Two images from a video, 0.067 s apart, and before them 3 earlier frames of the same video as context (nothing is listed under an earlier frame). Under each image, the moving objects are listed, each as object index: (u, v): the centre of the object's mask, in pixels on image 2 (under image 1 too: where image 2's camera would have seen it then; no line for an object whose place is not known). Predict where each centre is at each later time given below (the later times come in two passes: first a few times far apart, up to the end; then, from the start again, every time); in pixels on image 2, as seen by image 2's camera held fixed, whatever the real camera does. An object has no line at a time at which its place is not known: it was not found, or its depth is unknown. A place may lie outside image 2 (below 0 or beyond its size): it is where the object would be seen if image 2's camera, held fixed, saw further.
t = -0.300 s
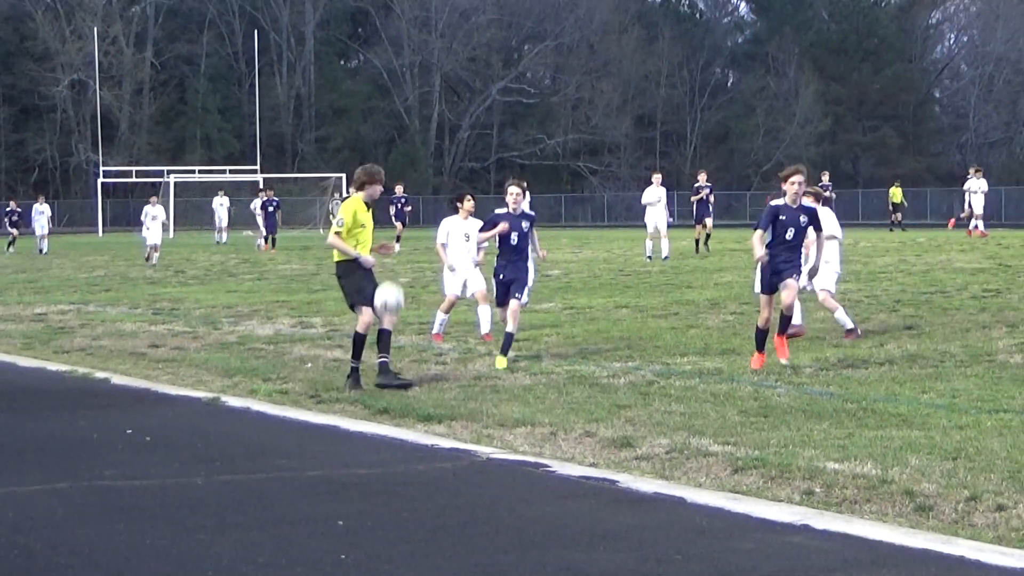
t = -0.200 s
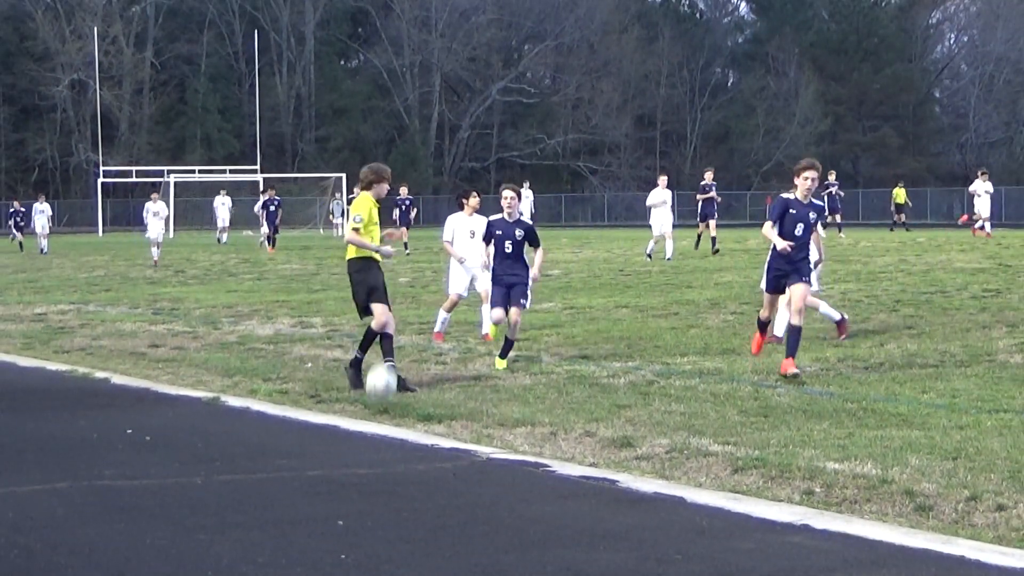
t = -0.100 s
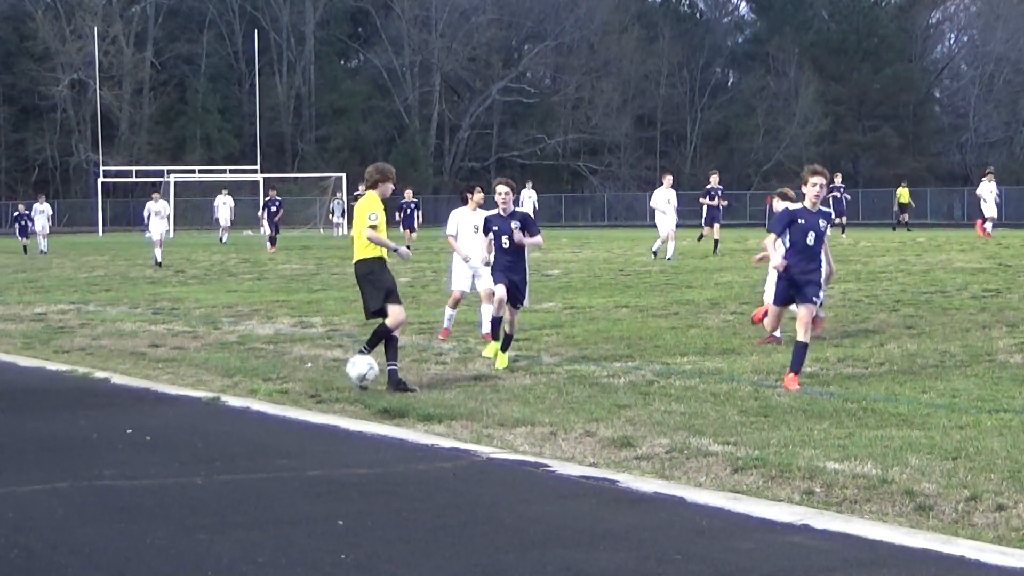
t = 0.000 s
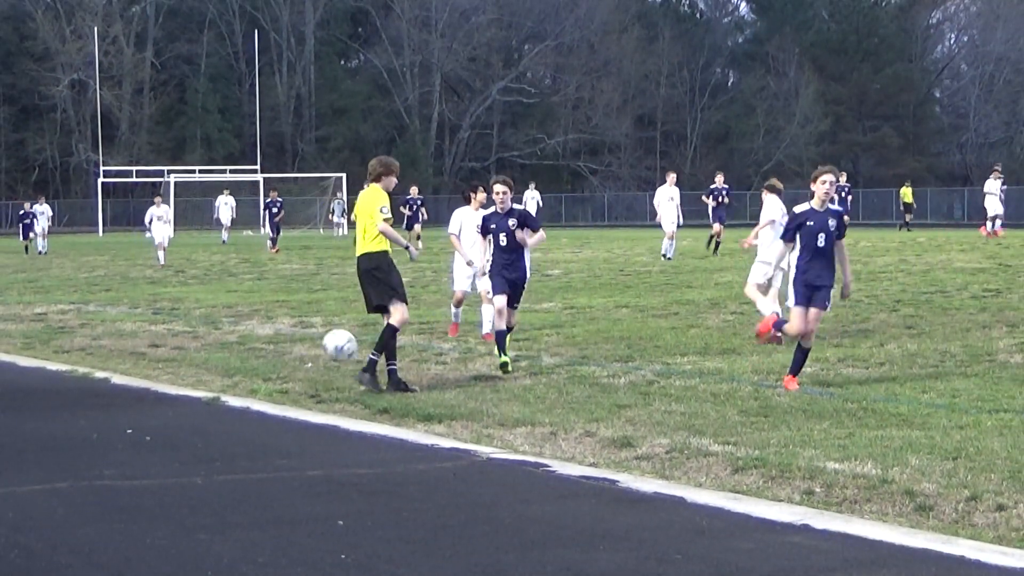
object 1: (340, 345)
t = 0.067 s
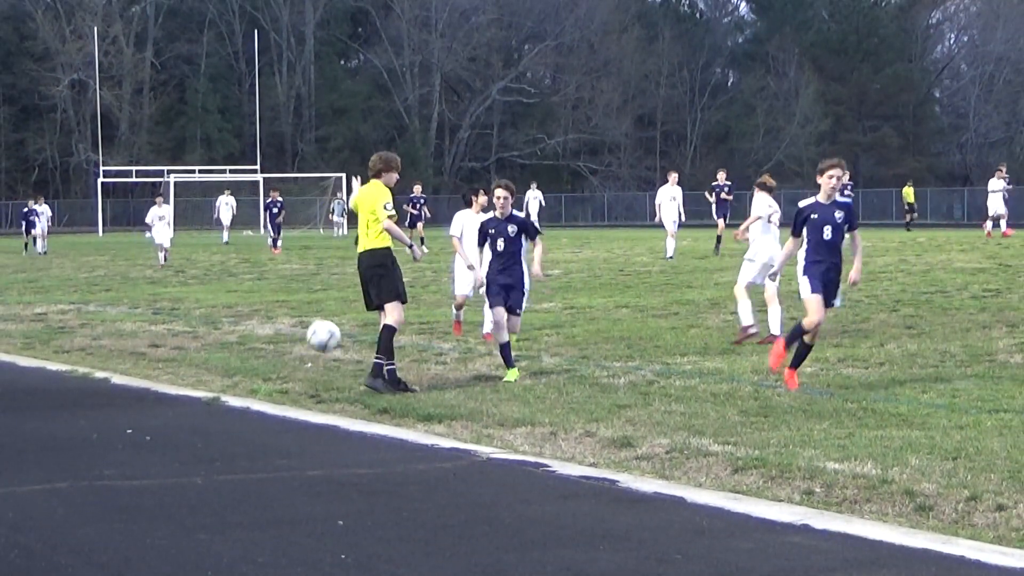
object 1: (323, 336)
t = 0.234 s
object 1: (283, 342)
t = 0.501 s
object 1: (212, 421)
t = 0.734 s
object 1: (145, 386)
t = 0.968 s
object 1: (73, 447)
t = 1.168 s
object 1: (12, 441)
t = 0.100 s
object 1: (316, 334)
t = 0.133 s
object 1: (308, 334)
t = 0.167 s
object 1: (299, 334)
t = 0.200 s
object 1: (291, 338)
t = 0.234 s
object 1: (283, 342)
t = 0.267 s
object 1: (275, 349)
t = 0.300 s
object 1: (266, 358)
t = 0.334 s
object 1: (257, 367)
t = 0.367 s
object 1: (248, 380)
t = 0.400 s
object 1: (239, 393)
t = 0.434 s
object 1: (230, 410)
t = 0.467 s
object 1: (221, 430)
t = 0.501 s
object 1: (212, 421)
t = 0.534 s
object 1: (203, 412)
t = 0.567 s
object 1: (194, 404)
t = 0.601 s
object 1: (184, 396)
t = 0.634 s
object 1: (175, 391)
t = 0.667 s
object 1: (166, 387)
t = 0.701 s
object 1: (156, 386)
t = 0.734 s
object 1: (145, 386)
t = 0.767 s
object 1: (136, 388)
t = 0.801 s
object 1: (126, 392)
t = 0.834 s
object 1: (115, 399)
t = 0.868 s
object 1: (105, 408)
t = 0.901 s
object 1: (95, 419)
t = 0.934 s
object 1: (84, 432)
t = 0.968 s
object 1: (73, 447)
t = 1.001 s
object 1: (62, 466)
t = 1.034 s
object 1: (50, 468)
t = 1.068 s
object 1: (38, 457)
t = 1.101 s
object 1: (26, 450)
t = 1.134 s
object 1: (18, 445)
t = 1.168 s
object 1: (12, 441)
